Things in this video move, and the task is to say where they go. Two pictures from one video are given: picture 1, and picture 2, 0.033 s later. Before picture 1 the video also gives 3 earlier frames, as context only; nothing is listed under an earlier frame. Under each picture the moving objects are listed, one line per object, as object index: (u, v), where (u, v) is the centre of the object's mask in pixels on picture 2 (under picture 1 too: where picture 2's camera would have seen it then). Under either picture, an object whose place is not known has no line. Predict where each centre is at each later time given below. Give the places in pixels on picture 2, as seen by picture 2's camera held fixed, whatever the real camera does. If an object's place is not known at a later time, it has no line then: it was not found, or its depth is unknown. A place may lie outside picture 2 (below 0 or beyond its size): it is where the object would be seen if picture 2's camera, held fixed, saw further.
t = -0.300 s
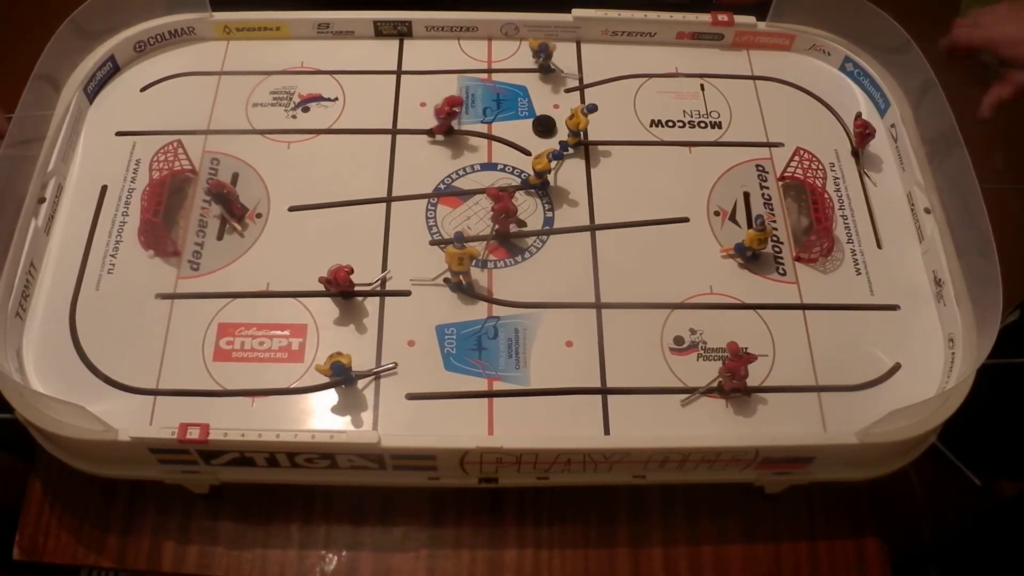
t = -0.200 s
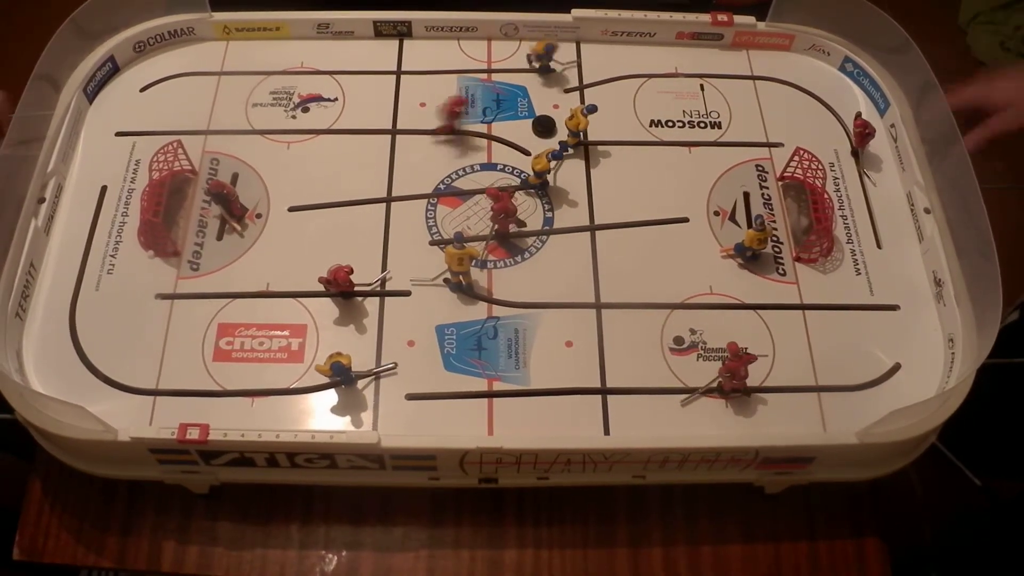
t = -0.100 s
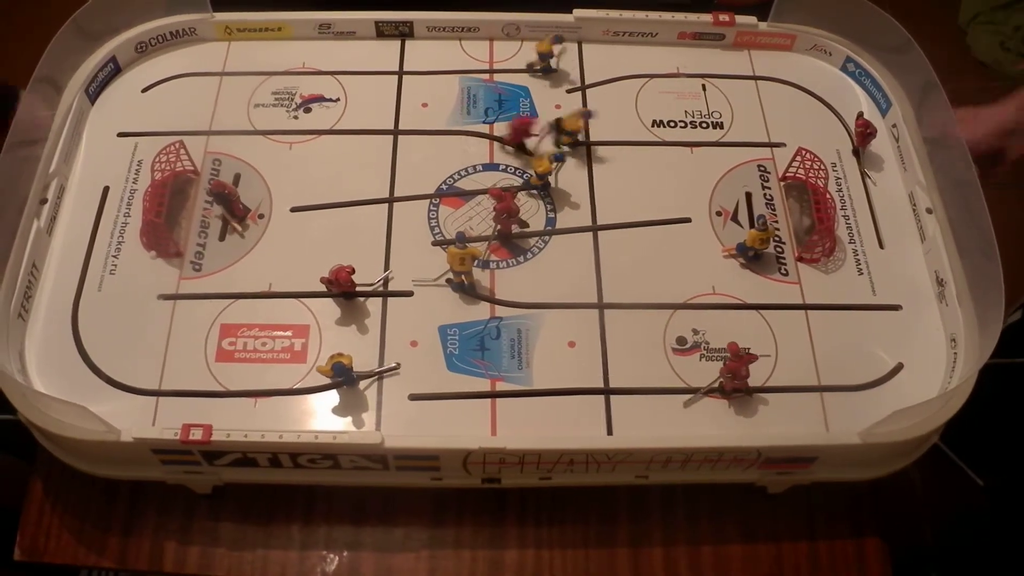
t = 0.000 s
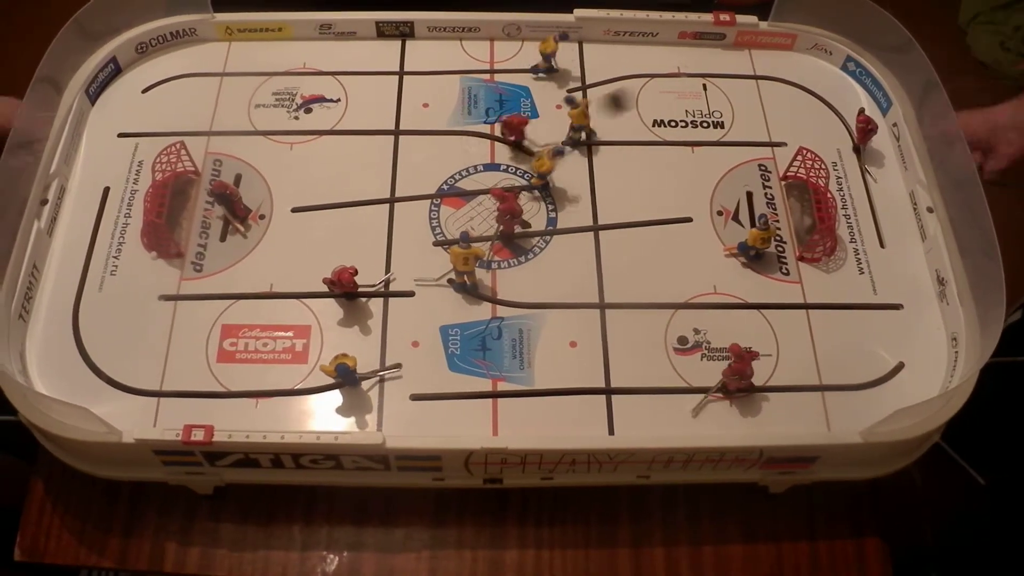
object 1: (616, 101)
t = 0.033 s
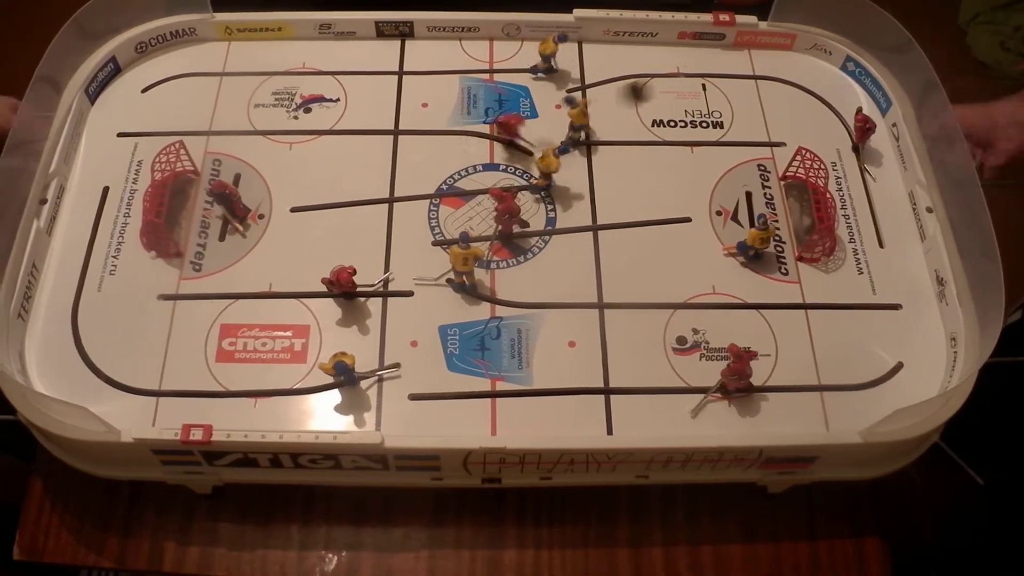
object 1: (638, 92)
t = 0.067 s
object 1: (654, 85)
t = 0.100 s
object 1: (667, 78)
